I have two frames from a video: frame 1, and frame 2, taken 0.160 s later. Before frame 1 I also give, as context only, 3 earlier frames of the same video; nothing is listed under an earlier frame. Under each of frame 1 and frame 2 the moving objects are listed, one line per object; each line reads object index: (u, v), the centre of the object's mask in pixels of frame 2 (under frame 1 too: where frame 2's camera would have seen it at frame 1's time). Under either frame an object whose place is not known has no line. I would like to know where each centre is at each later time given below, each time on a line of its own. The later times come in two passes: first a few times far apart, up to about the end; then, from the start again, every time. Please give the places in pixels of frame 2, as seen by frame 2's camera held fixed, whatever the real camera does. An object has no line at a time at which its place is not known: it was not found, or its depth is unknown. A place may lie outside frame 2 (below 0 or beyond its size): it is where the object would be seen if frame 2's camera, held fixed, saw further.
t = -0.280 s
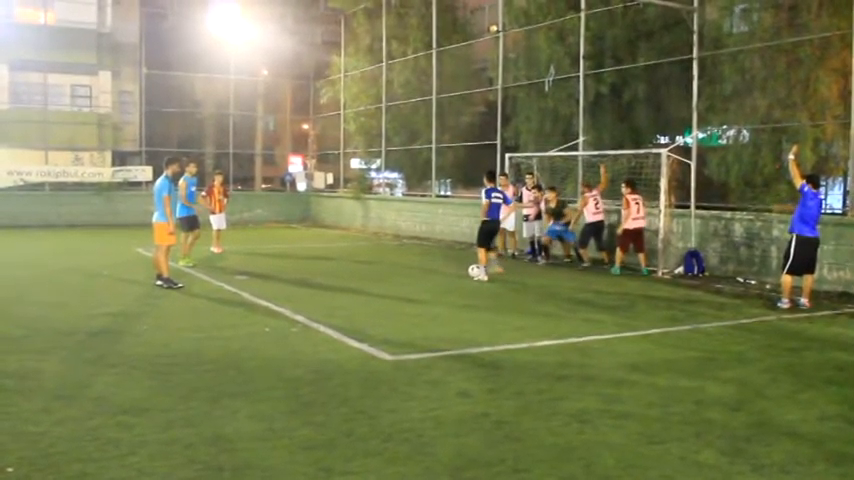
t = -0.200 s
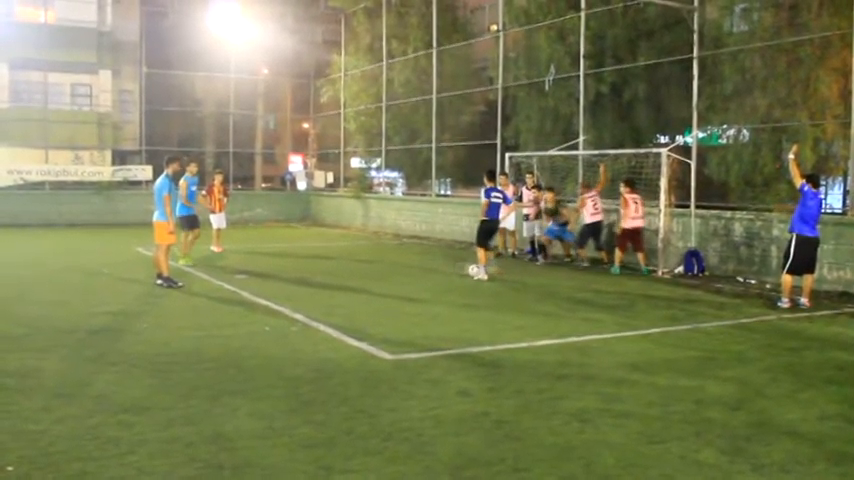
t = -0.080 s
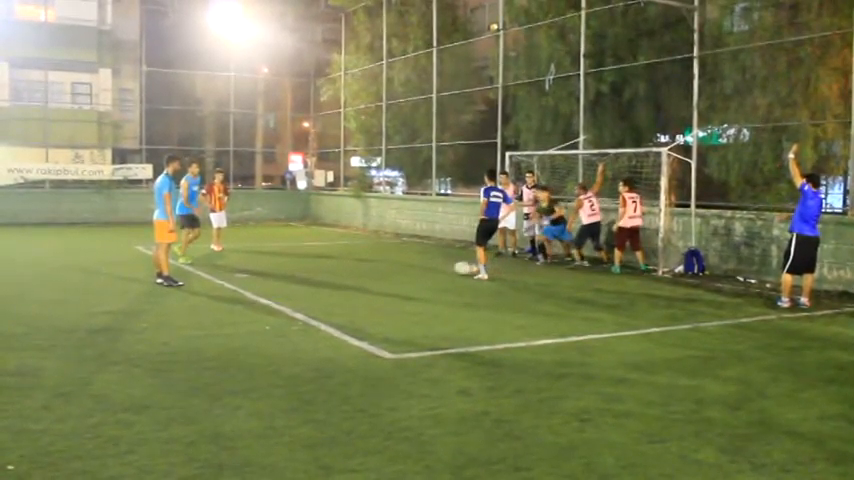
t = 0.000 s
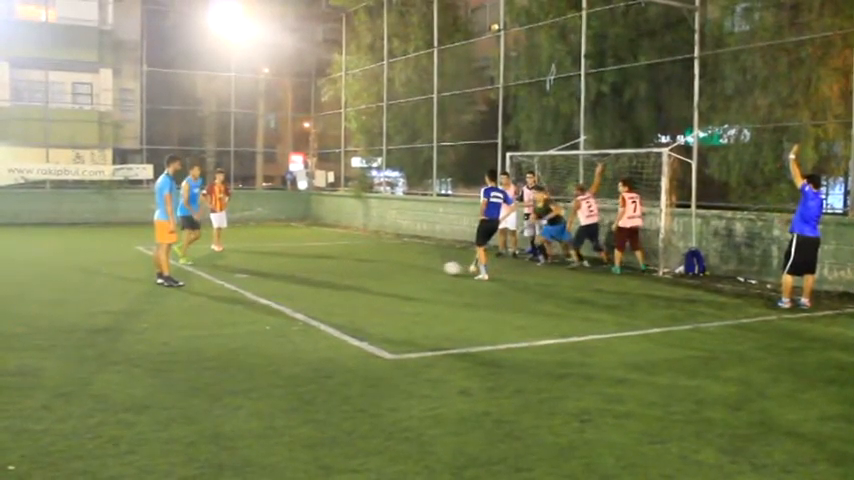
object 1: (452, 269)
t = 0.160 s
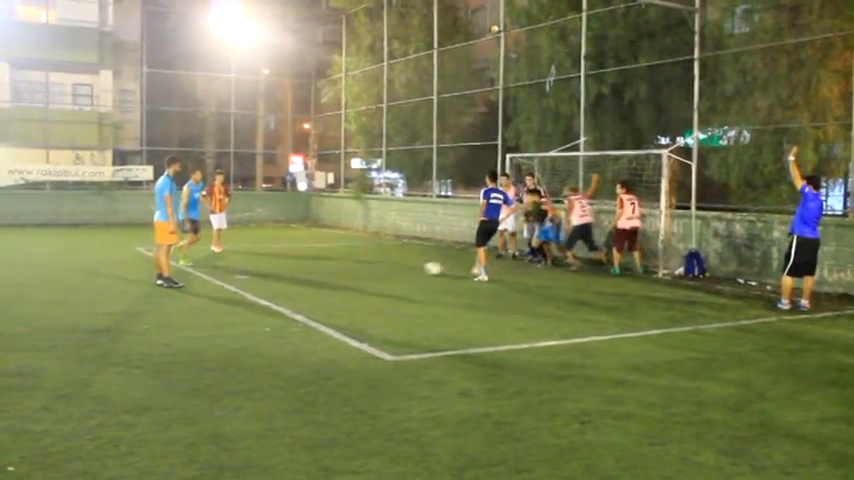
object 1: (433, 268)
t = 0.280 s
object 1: (421, 266)
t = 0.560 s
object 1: (395, 265)
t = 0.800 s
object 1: (376, 265)
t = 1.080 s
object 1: (356, 263)
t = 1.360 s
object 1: (335, 261)
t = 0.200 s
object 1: (429, 267)
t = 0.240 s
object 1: (425, 267)
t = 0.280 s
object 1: (421, 266)
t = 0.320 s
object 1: (417, 266)
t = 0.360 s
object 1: (413, 266)
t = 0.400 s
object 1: (409, 266)
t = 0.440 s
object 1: (406, 266)
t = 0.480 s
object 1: (401, 266)
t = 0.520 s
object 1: (398, 266)
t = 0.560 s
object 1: (395, 265)
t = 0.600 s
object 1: (392, 265)
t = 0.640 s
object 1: (389, 265)
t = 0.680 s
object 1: (386, 264)
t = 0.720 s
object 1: (382, 264)
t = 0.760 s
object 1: (380, 265)
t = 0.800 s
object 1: (376, 265)
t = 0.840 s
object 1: (373, 264)
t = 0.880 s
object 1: (370, 264)
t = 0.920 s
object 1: (367, 264)
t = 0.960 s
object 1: (363, 264)
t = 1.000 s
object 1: (361, 263)
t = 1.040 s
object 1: (359, 263)
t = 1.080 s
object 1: (356, 263)
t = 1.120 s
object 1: (352, 263)
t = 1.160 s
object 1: (349, 263)
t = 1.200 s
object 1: (346, 262)
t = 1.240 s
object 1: (343, 262)
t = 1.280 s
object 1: (341, 262)
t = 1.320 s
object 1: (338, 261)
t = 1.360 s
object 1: (335, 261)
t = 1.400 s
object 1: (333, 261)
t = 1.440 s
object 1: (330, 261)
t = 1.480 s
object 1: (327, 261)
